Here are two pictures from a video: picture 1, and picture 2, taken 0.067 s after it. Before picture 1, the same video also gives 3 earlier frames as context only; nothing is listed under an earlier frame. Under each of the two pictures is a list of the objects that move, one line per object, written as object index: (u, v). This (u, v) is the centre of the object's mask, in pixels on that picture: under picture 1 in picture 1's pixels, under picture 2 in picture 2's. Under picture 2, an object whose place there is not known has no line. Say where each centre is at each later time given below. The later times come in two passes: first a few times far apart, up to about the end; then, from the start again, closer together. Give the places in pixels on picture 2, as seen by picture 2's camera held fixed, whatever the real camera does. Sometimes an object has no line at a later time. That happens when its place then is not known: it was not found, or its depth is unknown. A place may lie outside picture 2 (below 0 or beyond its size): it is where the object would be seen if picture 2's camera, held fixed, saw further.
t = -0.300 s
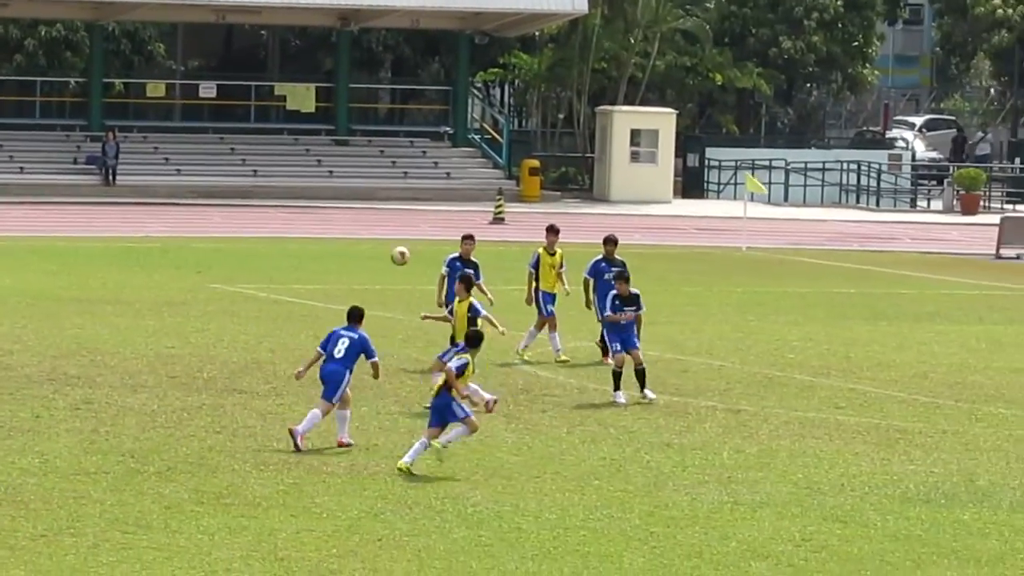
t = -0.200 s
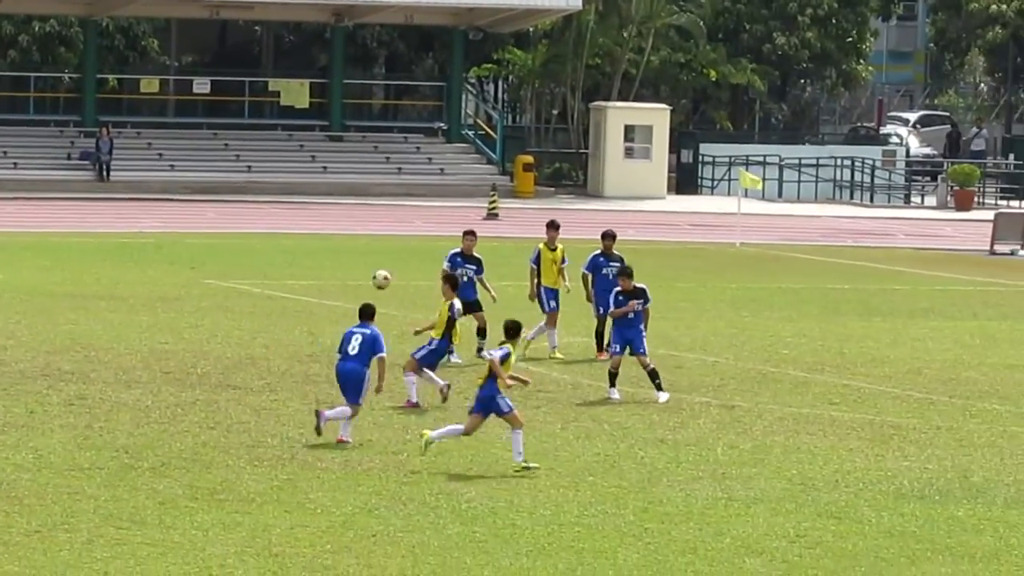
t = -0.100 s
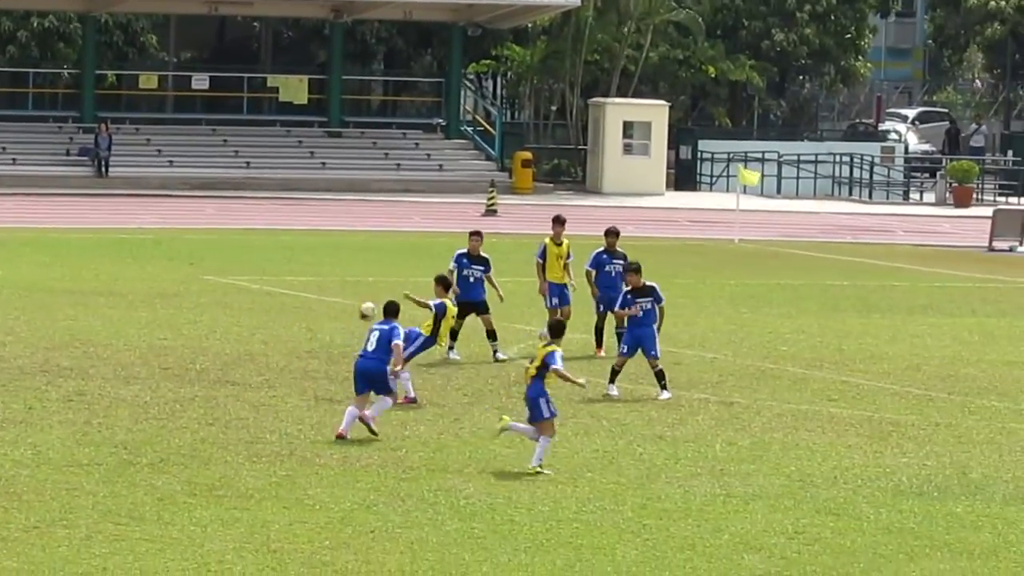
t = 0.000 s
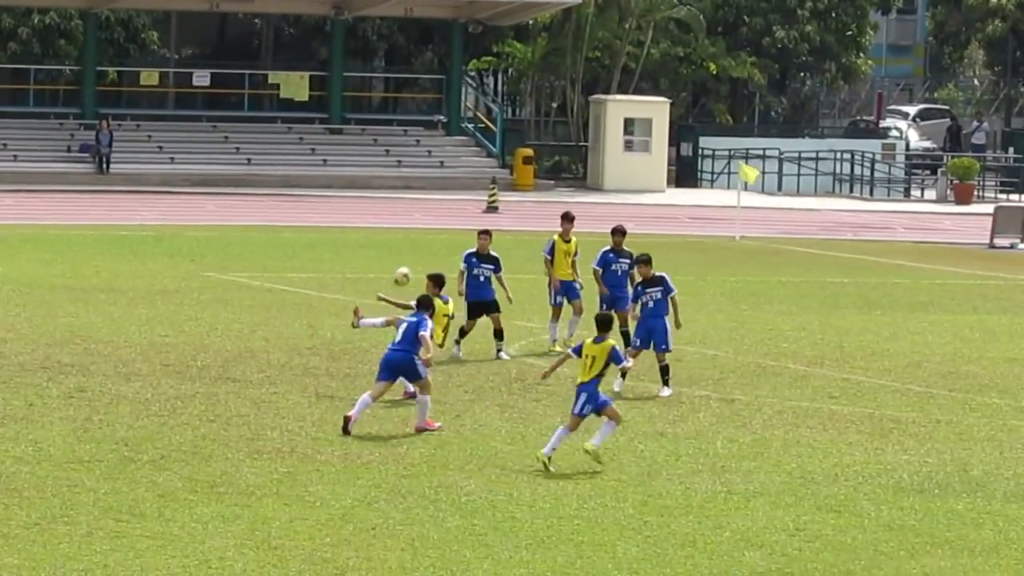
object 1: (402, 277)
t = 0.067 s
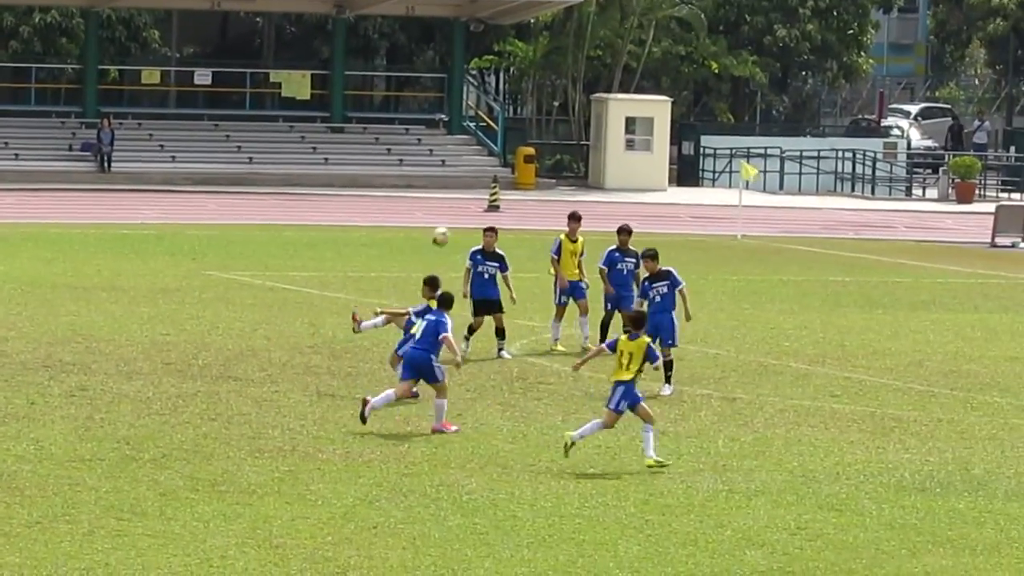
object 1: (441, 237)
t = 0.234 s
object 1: (534, 157)
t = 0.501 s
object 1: (685, 88)
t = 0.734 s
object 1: (819, 80)
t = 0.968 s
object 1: (951, 121)
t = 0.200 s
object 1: (515, 170)
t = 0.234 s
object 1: (534, 157)
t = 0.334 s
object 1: (589, 123)
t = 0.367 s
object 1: (610, 114)
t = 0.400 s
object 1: (627, 106)
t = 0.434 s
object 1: (647, 99)
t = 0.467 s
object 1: (666, 93)
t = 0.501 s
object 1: (685, 88)
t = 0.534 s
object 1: (704, 84)
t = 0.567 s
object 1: (724, 81)
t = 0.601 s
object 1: (743, 79)
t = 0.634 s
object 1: (762, 77)
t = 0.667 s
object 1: (781, 77)
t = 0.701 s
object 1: (801, 78)
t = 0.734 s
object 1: (819, 80)
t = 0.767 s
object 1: (839, 83)
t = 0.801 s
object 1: (857, 87)
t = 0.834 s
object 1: (876, 92)
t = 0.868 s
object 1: (895, 96)
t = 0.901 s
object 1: (914, 104)
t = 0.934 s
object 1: (932, 112)
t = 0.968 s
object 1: (951, 121)
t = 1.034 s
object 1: (987, 145)
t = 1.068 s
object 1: (1005, 159)
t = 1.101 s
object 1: (1023, 173)
